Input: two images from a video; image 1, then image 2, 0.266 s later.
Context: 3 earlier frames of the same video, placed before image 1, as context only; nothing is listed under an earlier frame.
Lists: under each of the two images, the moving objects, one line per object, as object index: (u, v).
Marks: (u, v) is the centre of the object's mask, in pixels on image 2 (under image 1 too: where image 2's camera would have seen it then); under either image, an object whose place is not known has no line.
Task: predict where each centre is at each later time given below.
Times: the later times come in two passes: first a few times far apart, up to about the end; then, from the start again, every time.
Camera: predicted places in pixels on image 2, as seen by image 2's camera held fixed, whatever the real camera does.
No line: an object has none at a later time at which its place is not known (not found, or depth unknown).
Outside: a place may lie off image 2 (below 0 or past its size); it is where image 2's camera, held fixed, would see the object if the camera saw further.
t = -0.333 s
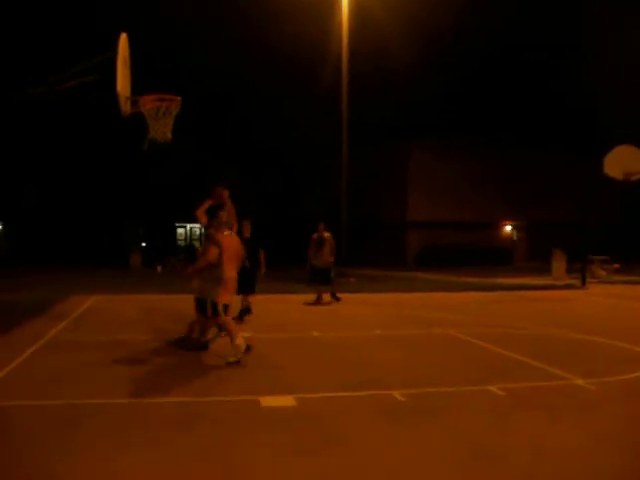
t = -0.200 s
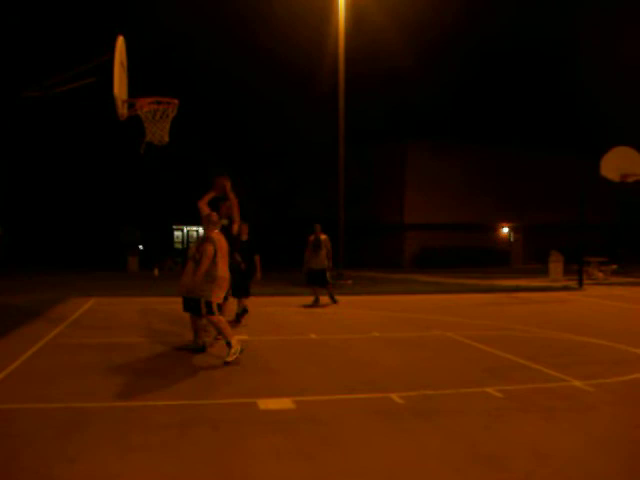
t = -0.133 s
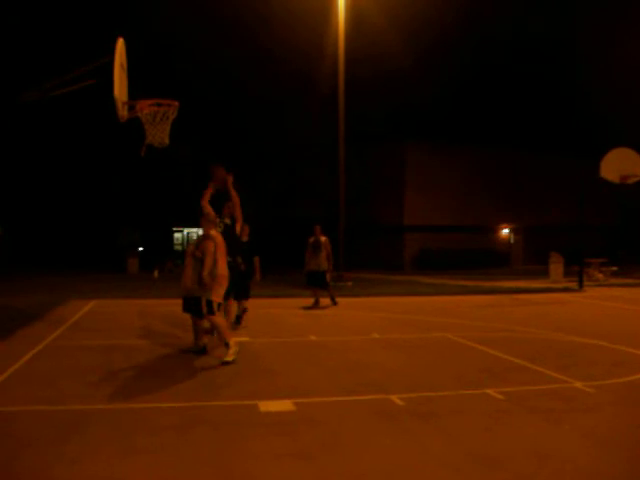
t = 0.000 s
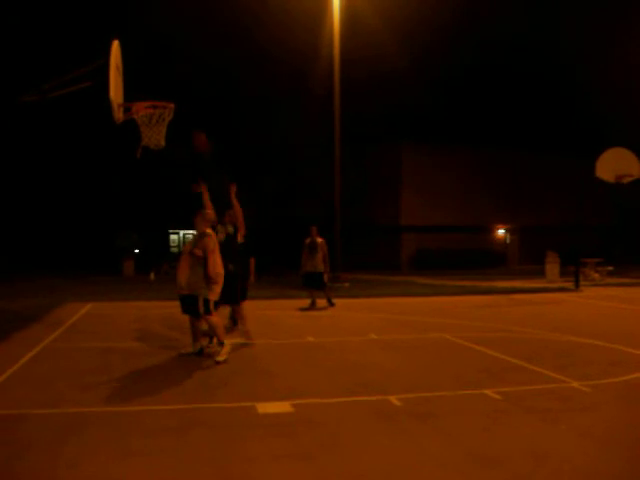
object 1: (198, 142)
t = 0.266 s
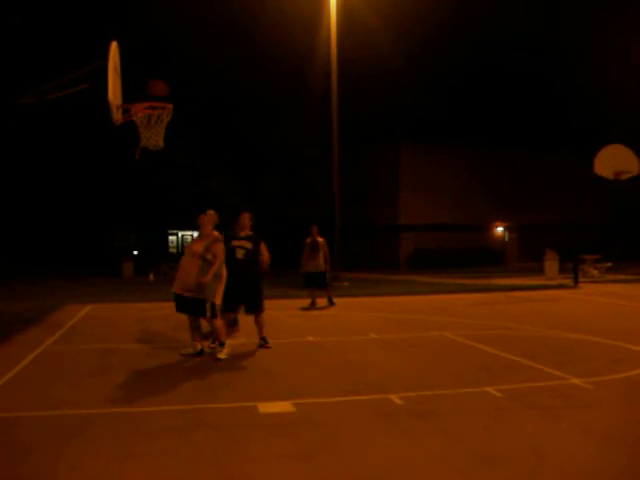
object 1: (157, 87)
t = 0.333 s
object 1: (146, 83)
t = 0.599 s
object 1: (148, 86)
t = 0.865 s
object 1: (181, 79)
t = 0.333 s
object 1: (146, 83)
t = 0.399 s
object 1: (136, 81)
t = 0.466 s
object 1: (132, 81)
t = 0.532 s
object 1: (140, 87)
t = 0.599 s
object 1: (148, 86)
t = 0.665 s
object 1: (156, 80)
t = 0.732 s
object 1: (166, 75)
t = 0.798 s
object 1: (173, 75)
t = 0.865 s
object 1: (181, 79)
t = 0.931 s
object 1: (189, 86)
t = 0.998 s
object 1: (199, 97)
